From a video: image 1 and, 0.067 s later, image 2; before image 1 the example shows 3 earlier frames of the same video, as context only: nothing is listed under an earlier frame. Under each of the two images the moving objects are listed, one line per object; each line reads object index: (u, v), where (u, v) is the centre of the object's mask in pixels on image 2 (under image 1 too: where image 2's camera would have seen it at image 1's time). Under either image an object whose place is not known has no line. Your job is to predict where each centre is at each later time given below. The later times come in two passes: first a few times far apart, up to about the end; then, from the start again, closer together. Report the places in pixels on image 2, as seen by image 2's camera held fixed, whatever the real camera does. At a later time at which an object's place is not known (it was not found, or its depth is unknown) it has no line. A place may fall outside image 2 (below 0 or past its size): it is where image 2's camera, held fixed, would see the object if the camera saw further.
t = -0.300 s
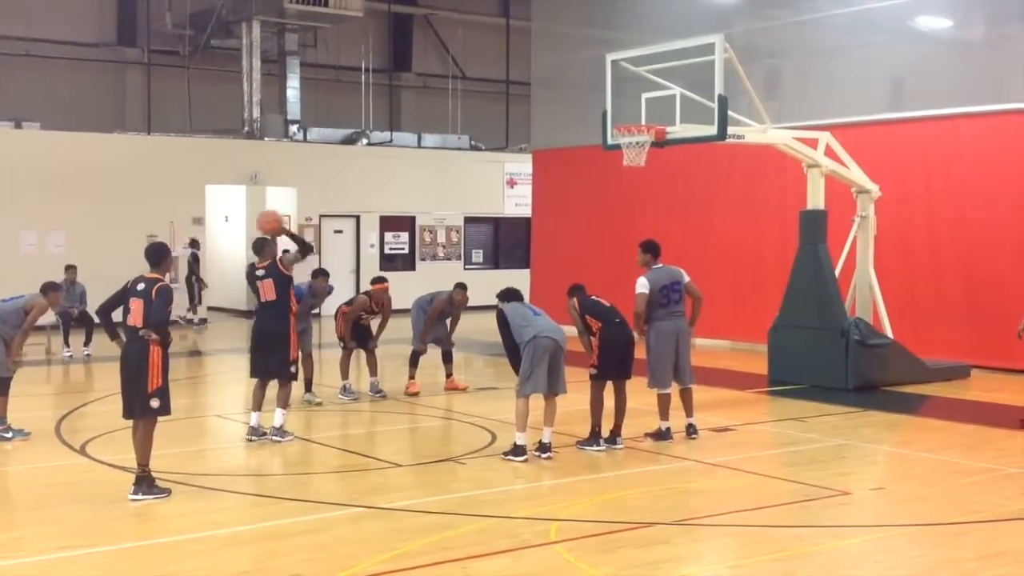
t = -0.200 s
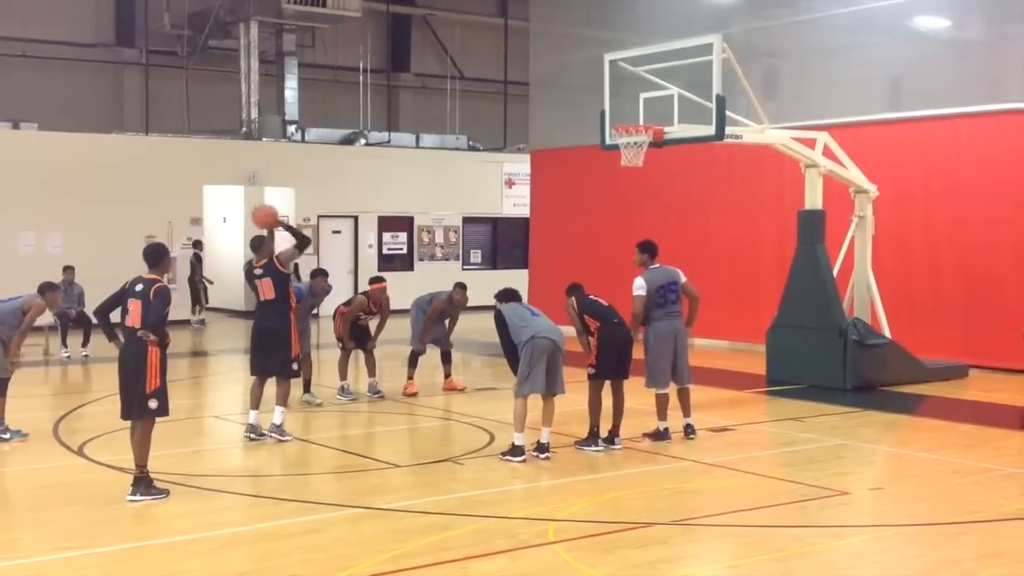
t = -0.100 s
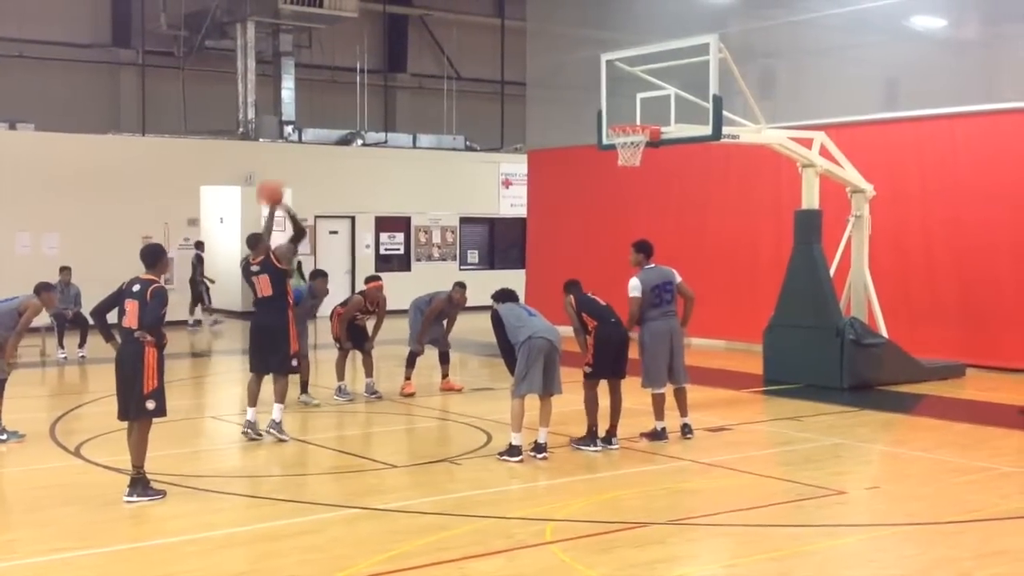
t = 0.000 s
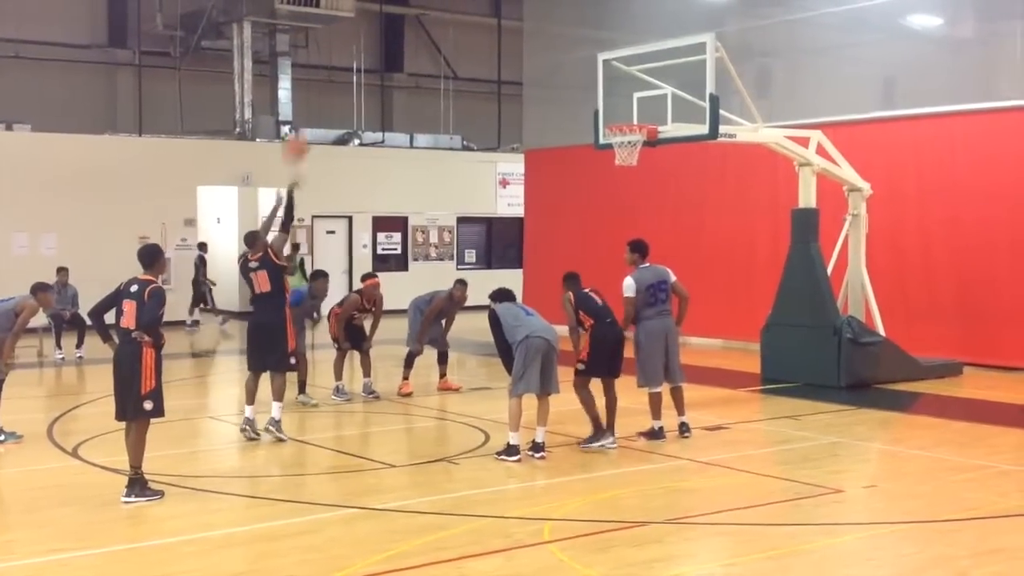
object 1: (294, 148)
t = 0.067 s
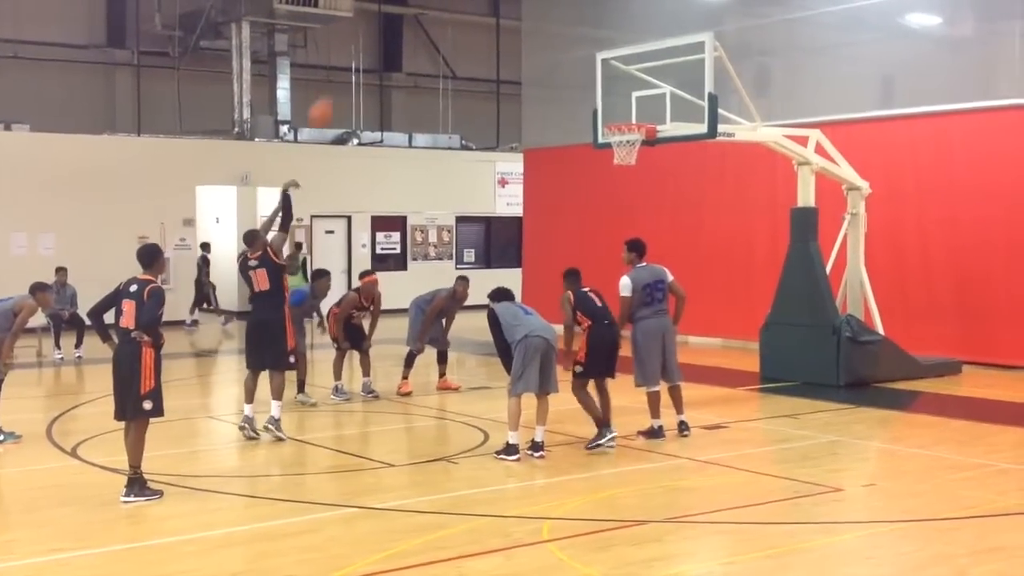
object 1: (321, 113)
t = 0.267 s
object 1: (395, 48)
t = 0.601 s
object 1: (508, 32)
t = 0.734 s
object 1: (549, 56)
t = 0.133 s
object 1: (346, 87)
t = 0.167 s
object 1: (360, 74)
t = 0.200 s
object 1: (373, 64)
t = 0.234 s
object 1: (384, 55)
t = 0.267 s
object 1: (395, 48)
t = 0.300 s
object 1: (407, 41)
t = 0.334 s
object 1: (417, 35)
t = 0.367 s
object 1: (430, 31)
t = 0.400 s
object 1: (441, 28)
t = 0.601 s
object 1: (508, 32)
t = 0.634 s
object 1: (518, 37)
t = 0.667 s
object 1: (529, 41)
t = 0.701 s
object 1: (538, 48)
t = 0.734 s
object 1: (549, 56)
